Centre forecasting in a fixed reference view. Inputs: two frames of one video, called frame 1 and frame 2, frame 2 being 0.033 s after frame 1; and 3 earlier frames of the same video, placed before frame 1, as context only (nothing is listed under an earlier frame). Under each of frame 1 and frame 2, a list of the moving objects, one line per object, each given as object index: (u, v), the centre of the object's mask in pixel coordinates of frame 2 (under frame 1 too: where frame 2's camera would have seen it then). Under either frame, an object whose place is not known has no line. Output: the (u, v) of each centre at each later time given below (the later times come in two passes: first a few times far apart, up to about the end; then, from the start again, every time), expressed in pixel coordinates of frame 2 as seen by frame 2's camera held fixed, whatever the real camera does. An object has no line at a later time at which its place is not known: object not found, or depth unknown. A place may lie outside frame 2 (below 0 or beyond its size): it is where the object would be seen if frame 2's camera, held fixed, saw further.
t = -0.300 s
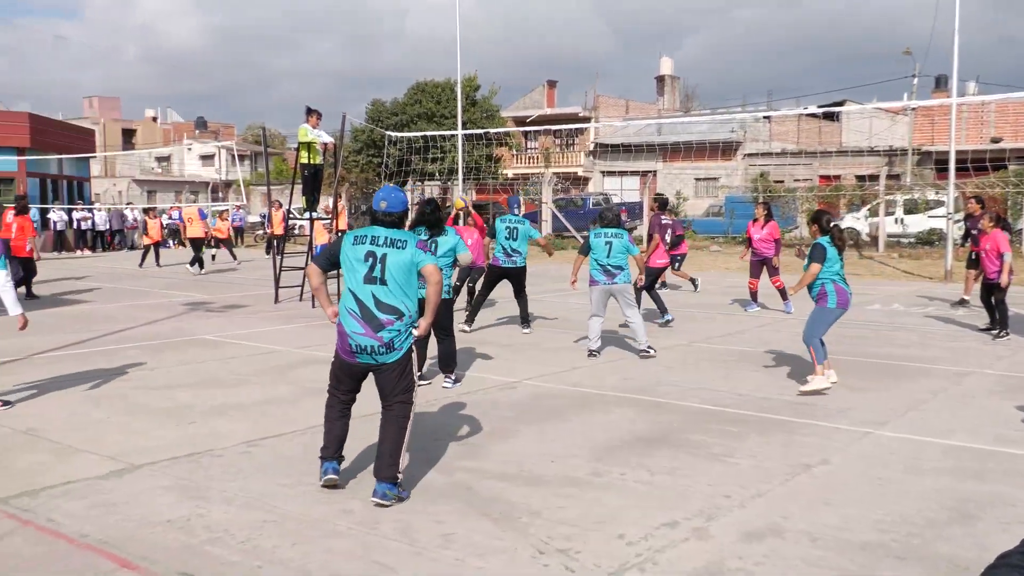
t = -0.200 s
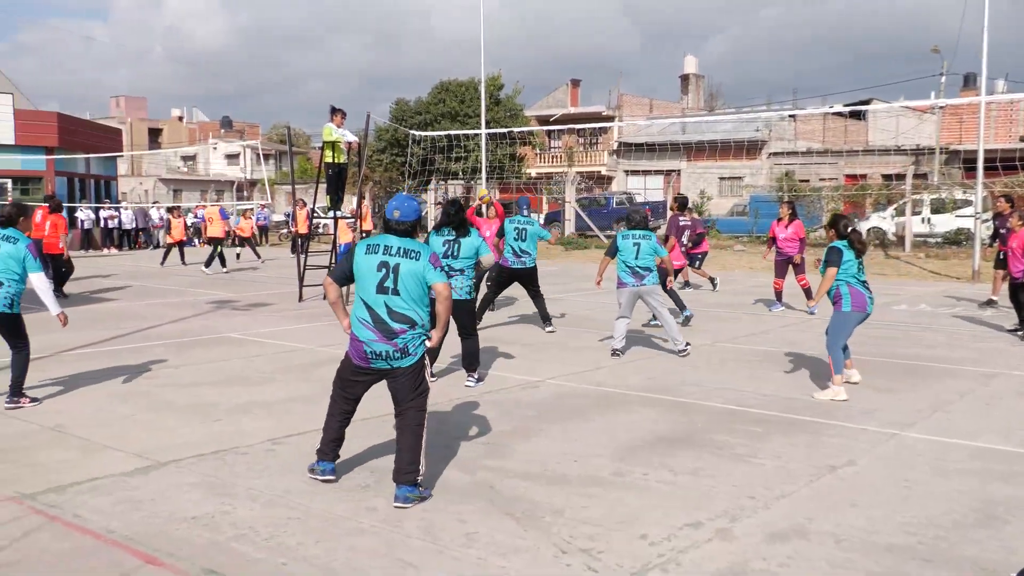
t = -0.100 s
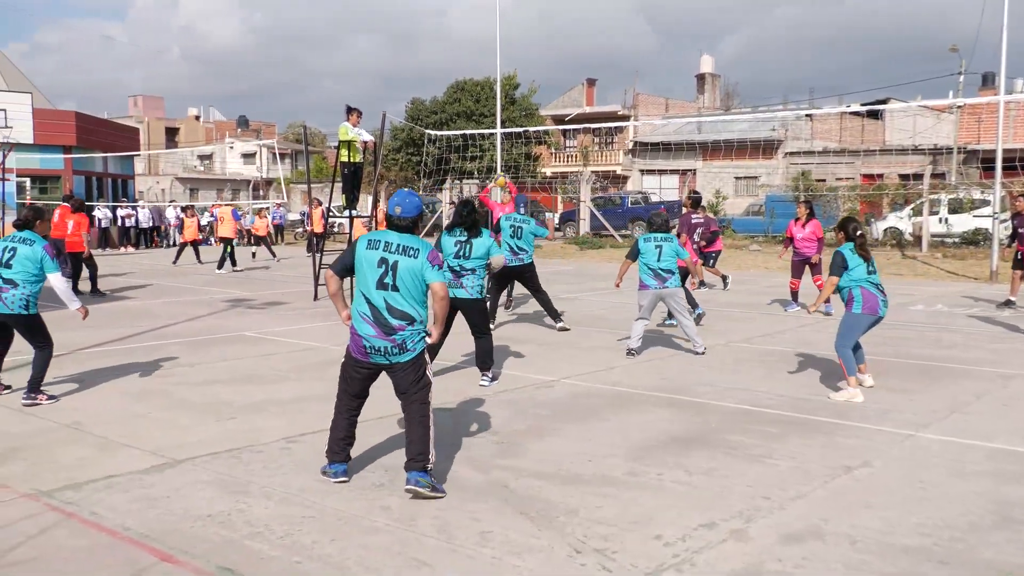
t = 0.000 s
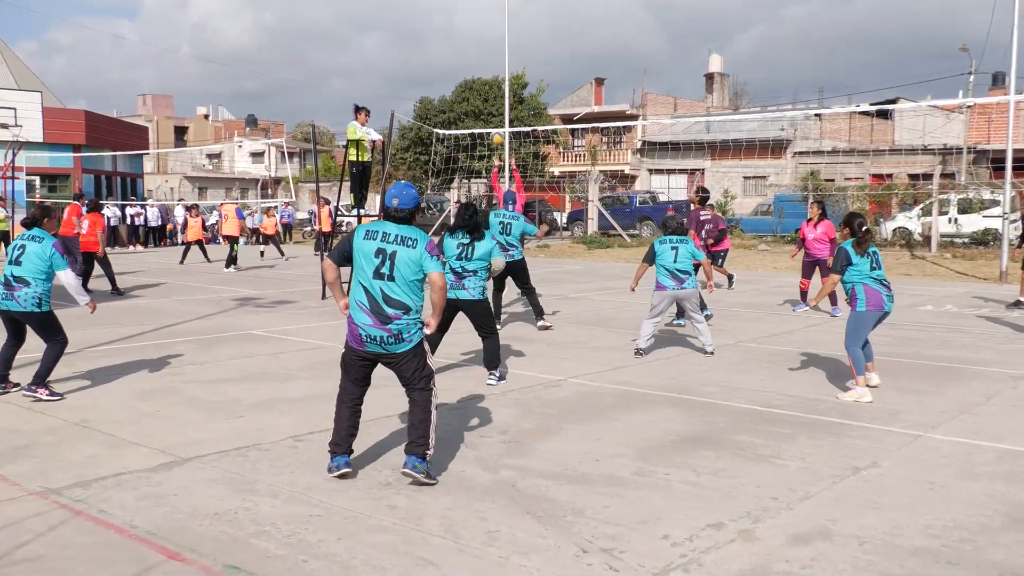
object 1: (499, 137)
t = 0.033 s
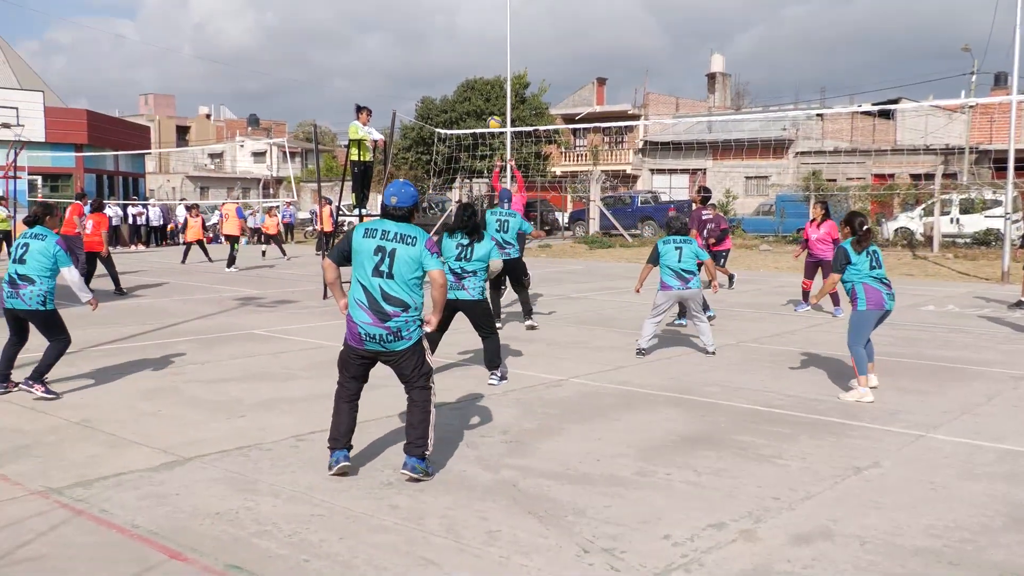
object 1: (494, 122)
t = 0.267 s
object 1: (457, 50)
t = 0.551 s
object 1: (411, 11)
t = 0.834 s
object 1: (368, 38)
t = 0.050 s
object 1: (492, 117)
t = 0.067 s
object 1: (489, 111)
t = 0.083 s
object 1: (487, 104)
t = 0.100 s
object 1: (484, 99)
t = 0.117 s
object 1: (481, 93)
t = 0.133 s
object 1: (478, 87)
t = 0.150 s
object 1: (476, 82)
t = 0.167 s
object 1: (473, 77)
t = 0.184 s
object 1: (471, 72)
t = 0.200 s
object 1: (468, 67)
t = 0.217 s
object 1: (465, 62)
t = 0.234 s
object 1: (462, 58)
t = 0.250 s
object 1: (460, 54)
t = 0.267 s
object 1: (457, 50)
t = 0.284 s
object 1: (454, 46)
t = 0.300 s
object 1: (451, 42)
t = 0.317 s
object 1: (448, 38)
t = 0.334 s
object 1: (446, 35)
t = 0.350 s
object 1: (443, 31)
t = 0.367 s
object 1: (440, 29)
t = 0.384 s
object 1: (437, 26)
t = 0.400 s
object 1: (434, 24)
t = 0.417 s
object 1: (432, 21)
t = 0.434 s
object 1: (429, 19)
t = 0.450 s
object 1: (427, 17)
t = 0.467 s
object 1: (424, 15)
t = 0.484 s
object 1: (421, 13)
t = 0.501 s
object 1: (419, 12)
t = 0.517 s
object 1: (416, 12)
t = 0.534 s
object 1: (414, 11)
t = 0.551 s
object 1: (411, 11)
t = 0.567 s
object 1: (408, 11)
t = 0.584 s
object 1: (406, 11)
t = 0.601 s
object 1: (403, 11)
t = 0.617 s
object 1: (401, 11)
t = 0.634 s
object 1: (399, 12)
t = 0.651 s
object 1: (396, 12)
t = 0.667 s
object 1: (394, 13)
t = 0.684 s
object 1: (391, 14)
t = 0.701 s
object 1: (389, 16)
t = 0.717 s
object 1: (386, 17)
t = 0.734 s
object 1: (383, 20)
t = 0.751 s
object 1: (381, 22)
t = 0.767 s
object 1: (379, 25)
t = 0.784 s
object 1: (376, 28)
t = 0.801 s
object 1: (373, 31)
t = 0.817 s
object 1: (370, 34)
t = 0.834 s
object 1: (368, 38)
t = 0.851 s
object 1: (365, 41)
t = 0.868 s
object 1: (362, 46)
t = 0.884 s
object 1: (359, 49)
